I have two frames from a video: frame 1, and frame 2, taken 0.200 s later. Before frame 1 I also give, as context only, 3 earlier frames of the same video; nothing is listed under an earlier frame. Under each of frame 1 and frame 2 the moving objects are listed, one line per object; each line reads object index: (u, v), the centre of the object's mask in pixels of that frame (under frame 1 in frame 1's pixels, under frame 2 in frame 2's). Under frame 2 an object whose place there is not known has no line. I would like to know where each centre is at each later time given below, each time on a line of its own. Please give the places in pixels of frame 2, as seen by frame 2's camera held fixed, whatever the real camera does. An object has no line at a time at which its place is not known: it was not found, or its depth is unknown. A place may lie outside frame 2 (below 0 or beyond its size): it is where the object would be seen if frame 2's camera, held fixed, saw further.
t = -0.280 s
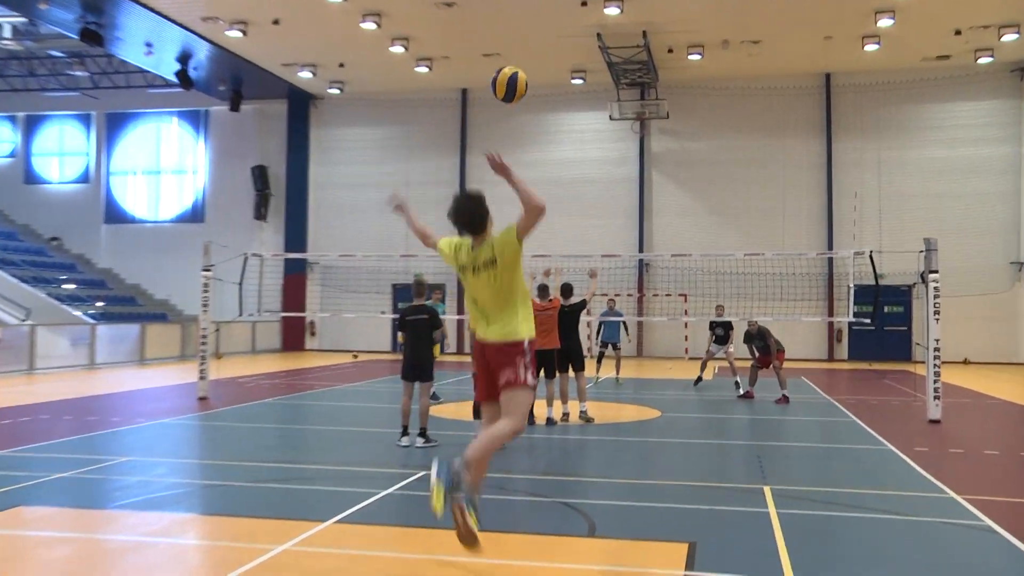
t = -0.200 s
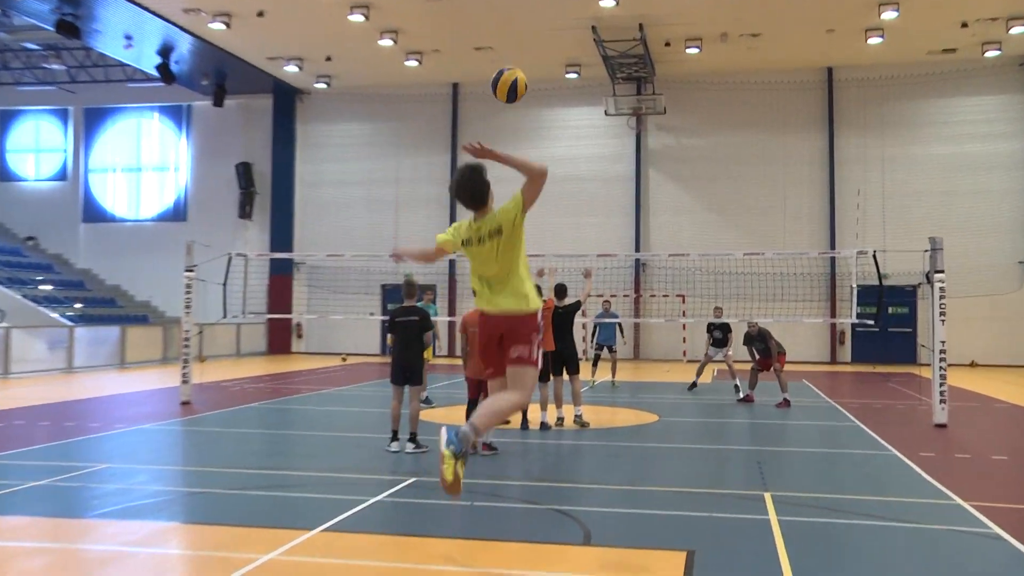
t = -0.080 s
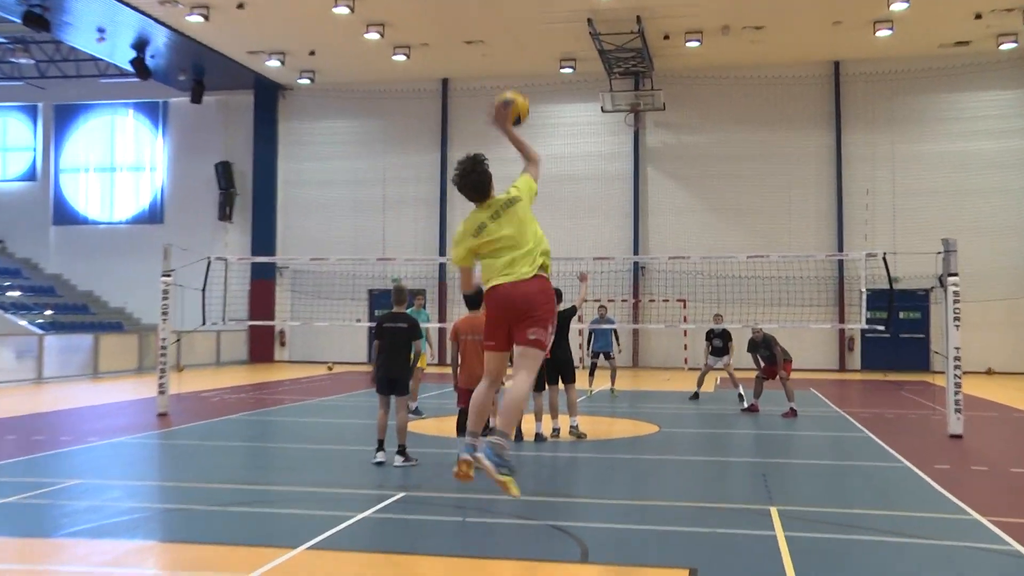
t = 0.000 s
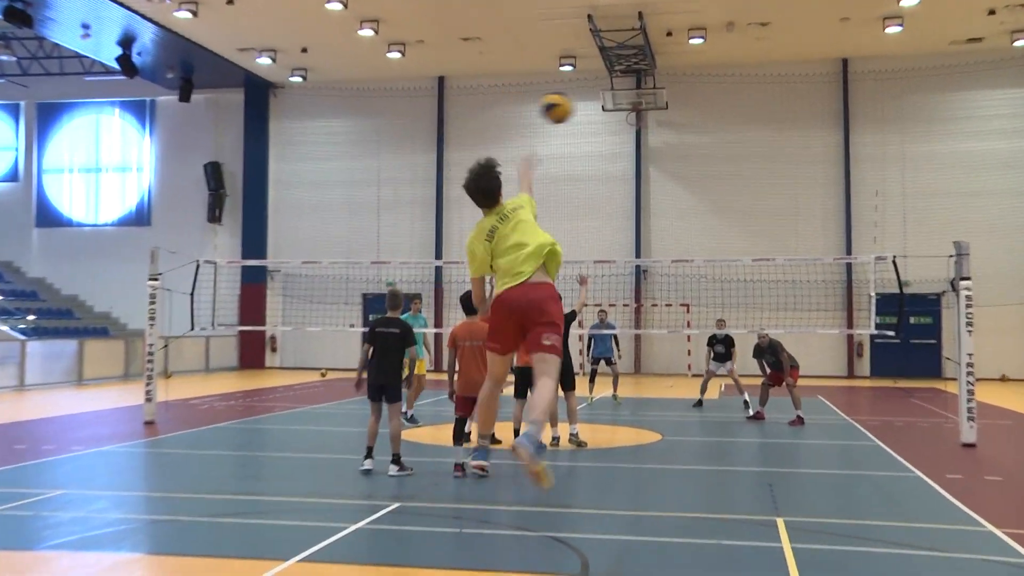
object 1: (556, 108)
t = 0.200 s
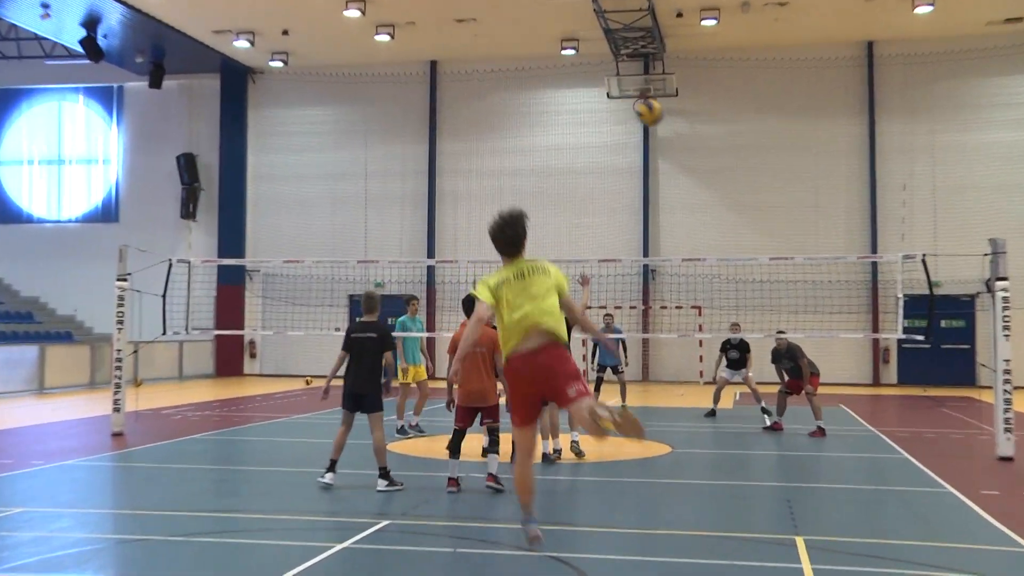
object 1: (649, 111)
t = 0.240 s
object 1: (661, 120)
